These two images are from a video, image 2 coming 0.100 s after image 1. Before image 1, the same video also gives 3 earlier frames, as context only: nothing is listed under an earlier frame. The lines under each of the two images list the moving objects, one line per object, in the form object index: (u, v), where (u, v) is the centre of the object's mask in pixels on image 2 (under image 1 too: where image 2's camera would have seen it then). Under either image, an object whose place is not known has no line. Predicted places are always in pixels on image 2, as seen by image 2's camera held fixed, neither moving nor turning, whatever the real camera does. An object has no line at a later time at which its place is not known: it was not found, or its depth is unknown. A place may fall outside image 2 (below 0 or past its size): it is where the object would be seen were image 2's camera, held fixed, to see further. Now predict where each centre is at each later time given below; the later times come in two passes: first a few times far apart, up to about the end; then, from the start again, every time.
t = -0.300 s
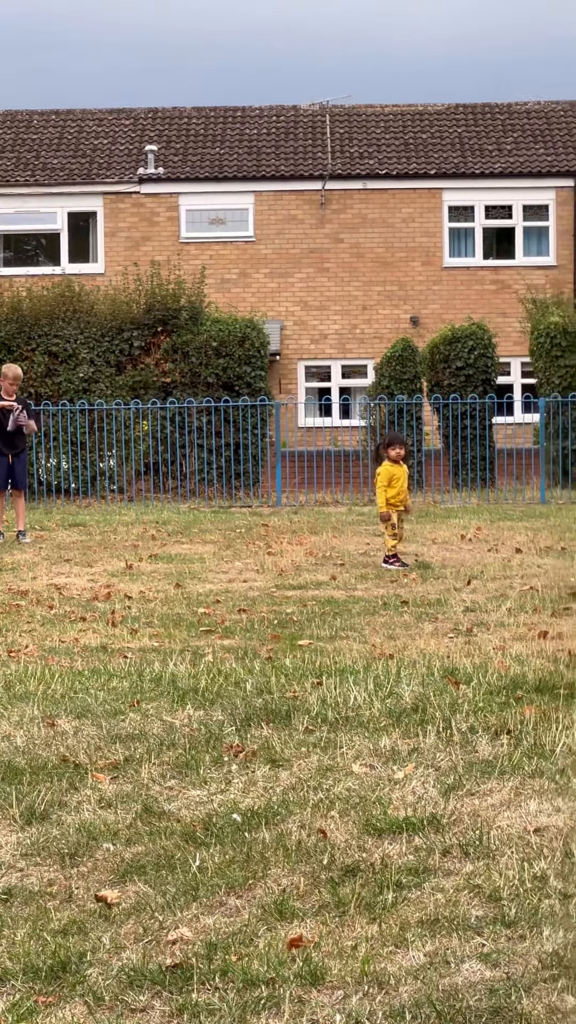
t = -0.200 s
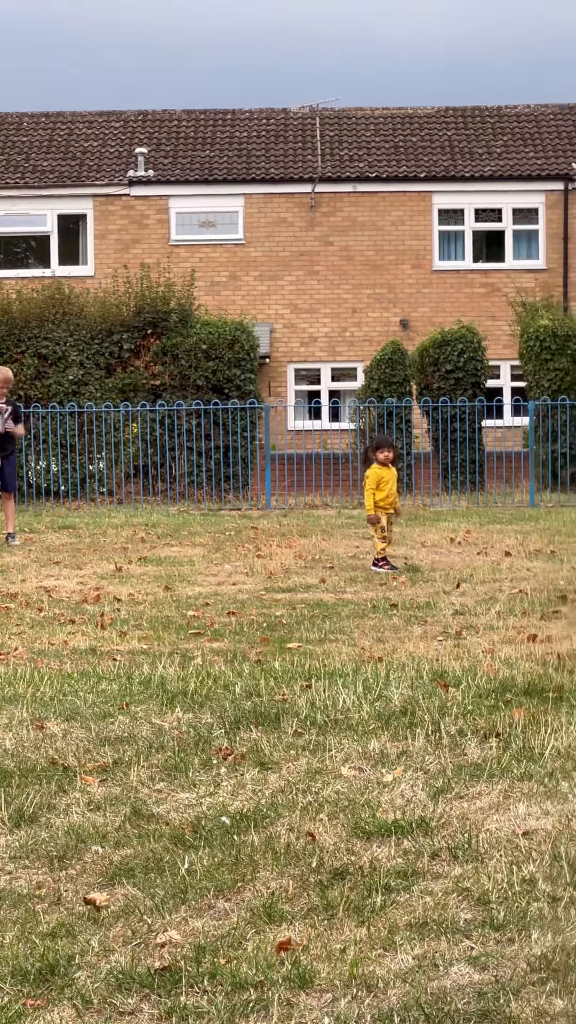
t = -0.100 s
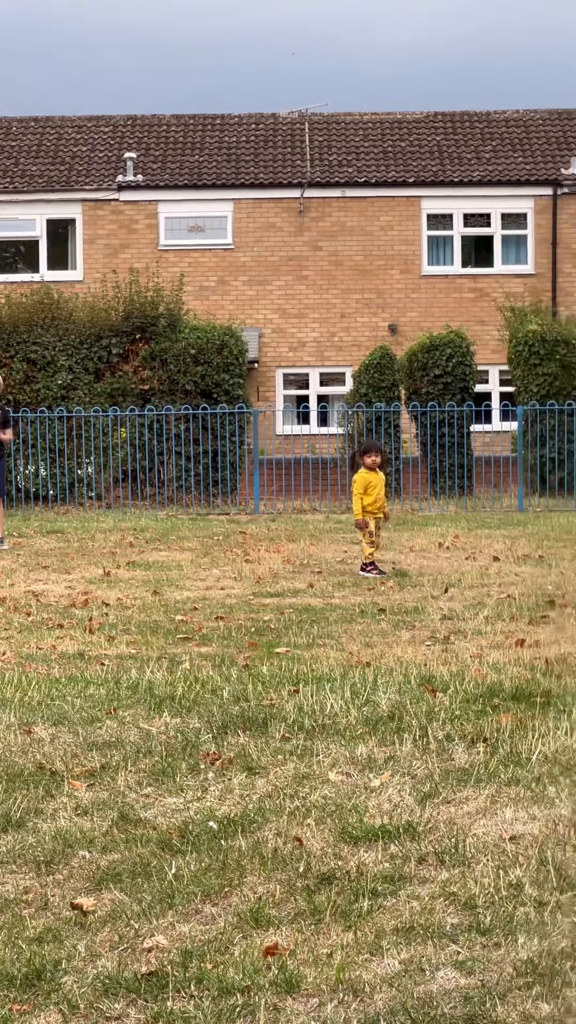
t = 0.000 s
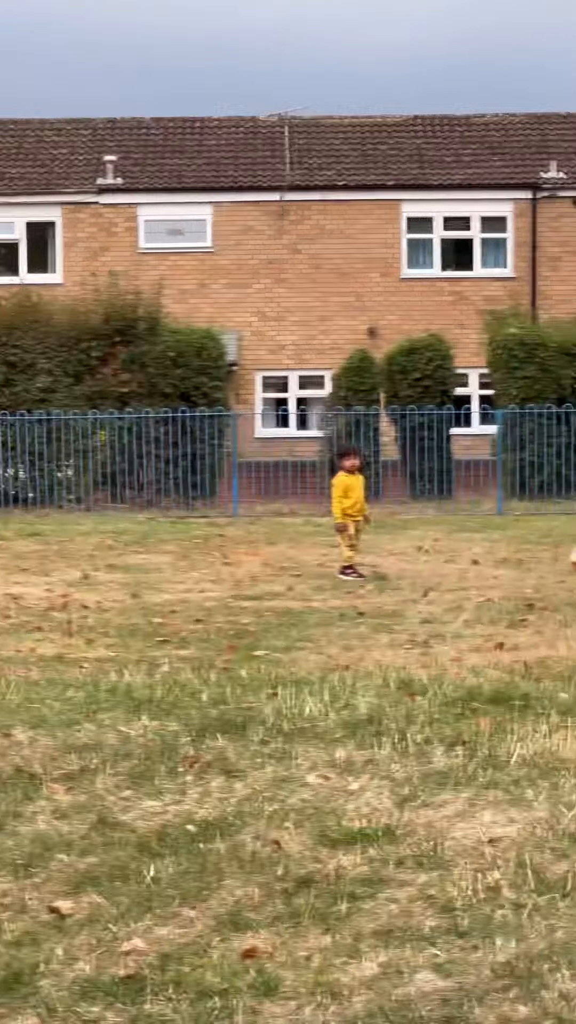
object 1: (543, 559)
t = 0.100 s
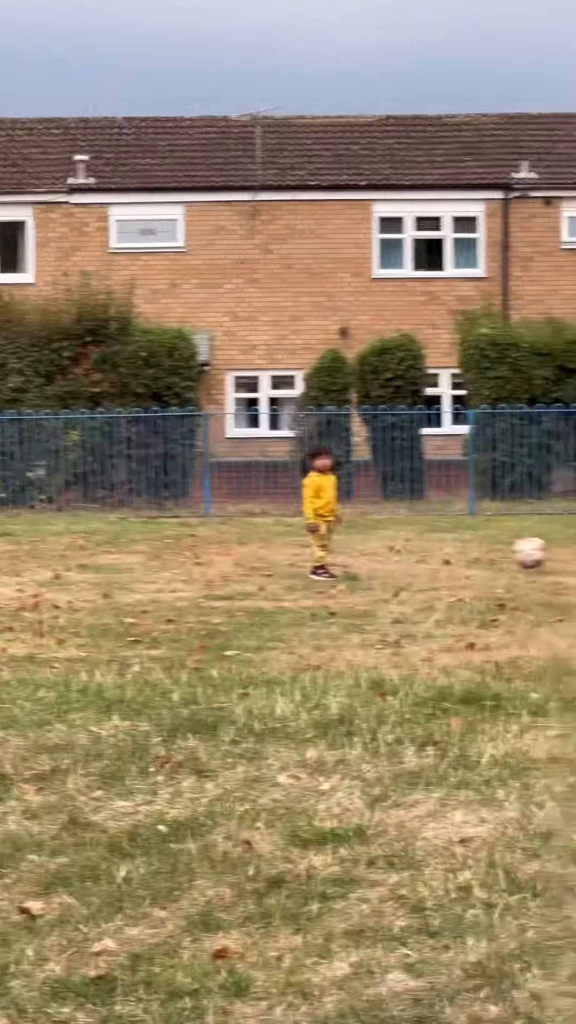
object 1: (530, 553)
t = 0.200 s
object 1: (505, 559)
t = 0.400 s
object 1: (466, 560)
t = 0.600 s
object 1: (428, 561)
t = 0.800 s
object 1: (394, 562)
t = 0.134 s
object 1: (522, 553)
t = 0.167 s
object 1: (514, 556)
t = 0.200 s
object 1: (505, 559)
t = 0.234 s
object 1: (498, 559)
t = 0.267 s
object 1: (492, 557)
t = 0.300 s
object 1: (485, 557)
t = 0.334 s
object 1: (479, 559)
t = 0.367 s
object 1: (473, 560)
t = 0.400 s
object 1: (466, 560)
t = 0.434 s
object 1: (460, 560)
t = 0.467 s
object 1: (454, 560)
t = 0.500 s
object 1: (446, 561)
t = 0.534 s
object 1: (441, 562)
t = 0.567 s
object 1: (435, 561)
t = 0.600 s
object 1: (428, 561)
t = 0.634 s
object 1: (422, 561)
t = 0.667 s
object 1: (416, 561)
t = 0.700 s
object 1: (409, 562)
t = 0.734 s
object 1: (404, 561)
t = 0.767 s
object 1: (399, 561)
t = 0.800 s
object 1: (394, 562)
